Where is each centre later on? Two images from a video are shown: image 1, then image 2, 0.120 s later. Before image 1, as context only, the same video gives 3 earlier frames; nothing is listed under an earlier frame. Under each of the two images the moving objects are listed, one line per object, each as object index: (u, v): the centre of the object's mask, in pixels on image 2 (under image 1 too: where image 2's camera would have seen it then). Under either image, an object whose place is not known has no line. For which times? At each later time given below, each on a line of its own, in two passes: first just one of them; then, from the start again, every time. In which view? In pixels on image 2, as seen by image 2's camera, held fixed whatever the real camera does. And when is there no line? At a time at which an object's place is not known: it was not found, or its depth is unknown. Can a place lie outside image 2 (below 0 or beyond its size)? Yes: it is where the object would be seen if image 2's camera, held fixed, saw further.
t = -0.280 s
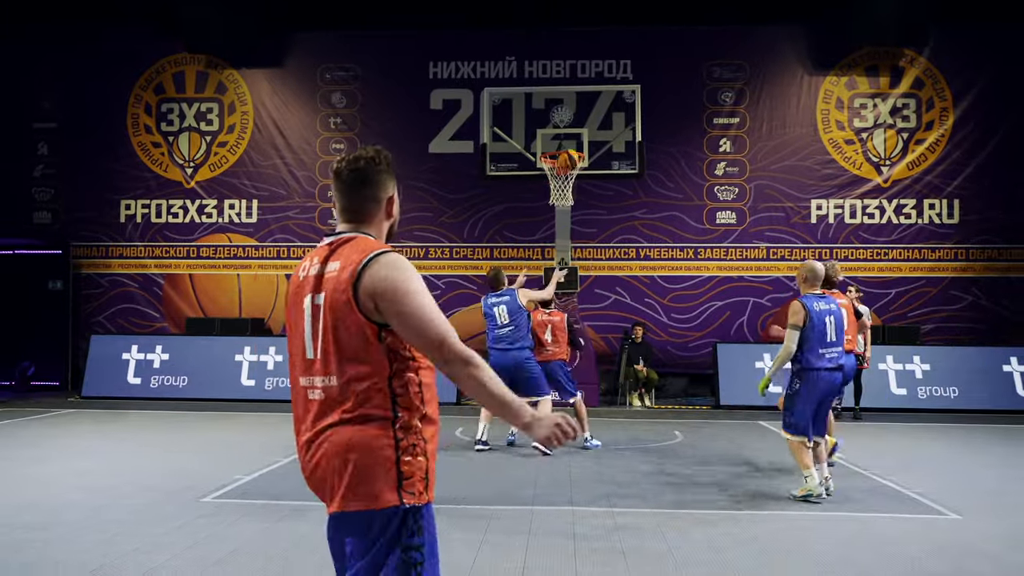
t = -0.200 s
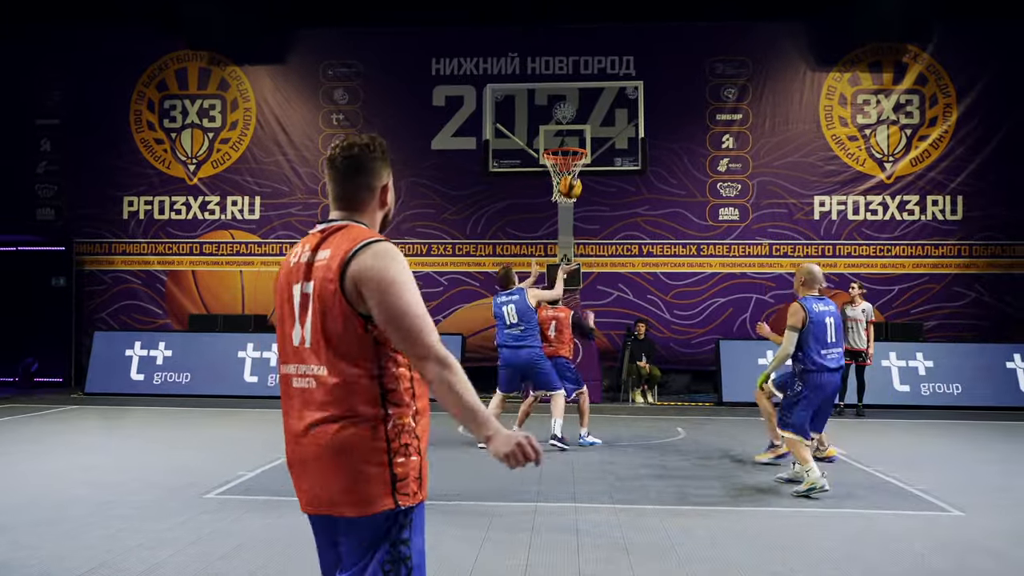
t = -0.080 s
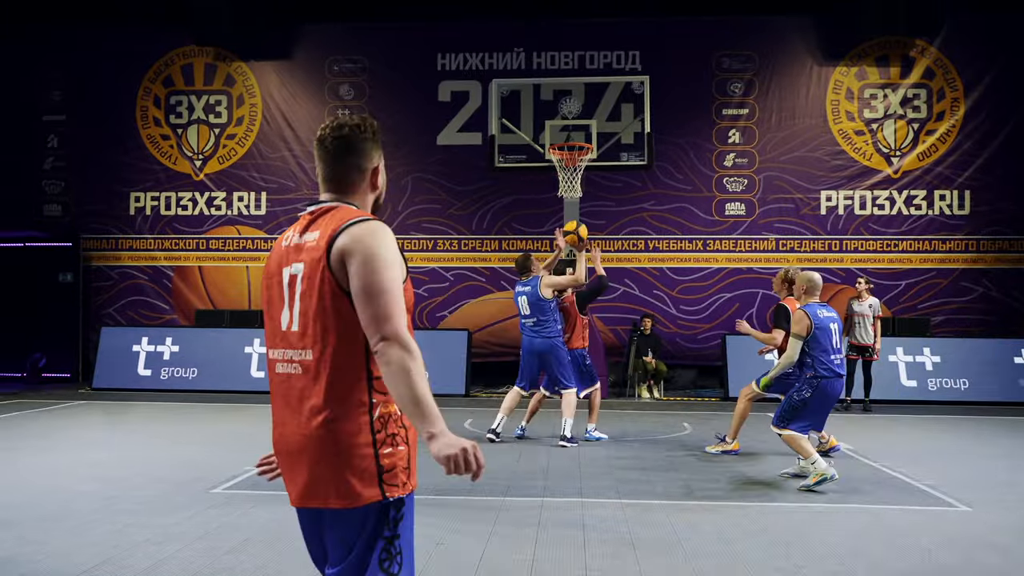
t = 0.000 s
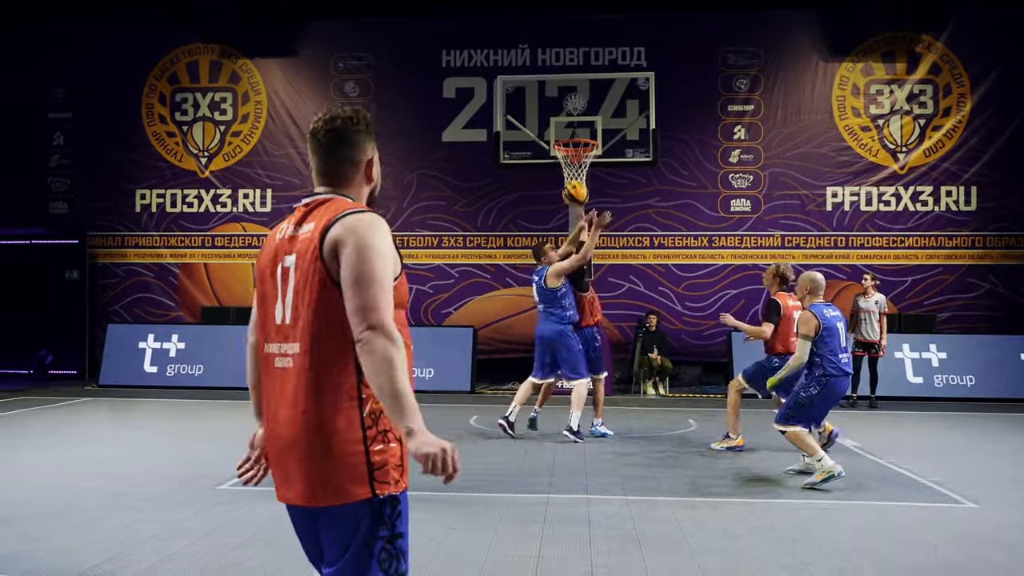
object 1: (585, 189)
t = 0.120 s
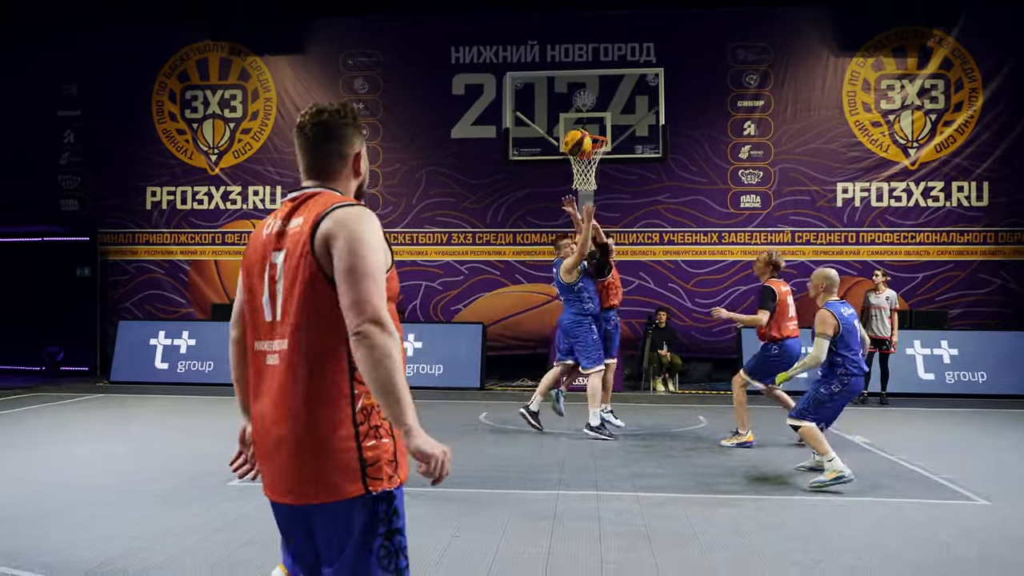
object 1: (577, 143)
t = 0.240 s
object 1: (567, 106)
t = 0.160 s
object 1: (574, 129)
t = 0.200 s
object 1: (571, 116)
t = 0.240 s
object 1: (567, 106)
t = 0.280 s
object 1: (563, 97)
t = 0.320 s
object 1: (559, 89)
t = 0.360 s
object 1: (555, 85)
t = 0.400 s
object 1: (552, 81)
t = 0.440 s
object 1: (547, 79)
